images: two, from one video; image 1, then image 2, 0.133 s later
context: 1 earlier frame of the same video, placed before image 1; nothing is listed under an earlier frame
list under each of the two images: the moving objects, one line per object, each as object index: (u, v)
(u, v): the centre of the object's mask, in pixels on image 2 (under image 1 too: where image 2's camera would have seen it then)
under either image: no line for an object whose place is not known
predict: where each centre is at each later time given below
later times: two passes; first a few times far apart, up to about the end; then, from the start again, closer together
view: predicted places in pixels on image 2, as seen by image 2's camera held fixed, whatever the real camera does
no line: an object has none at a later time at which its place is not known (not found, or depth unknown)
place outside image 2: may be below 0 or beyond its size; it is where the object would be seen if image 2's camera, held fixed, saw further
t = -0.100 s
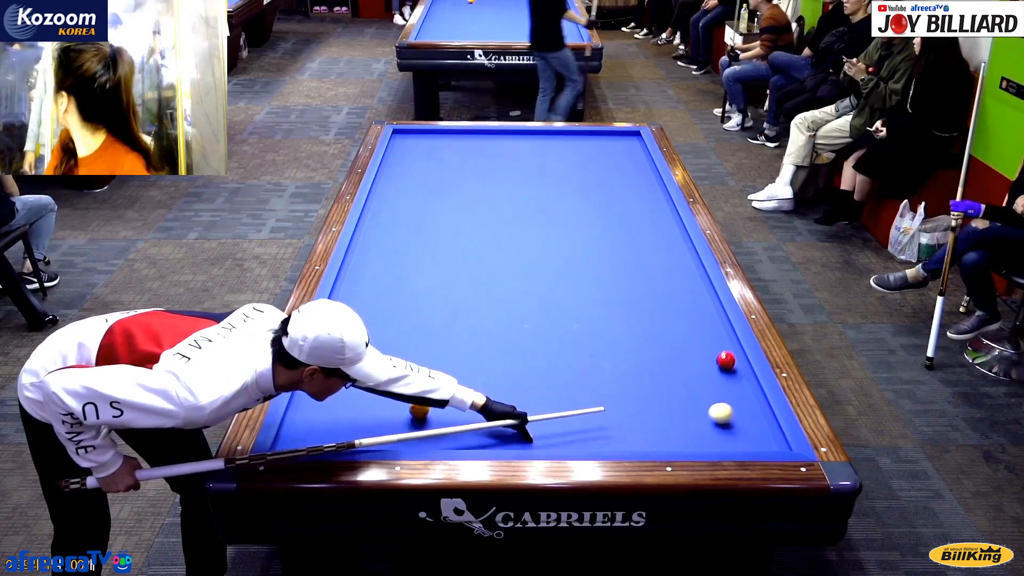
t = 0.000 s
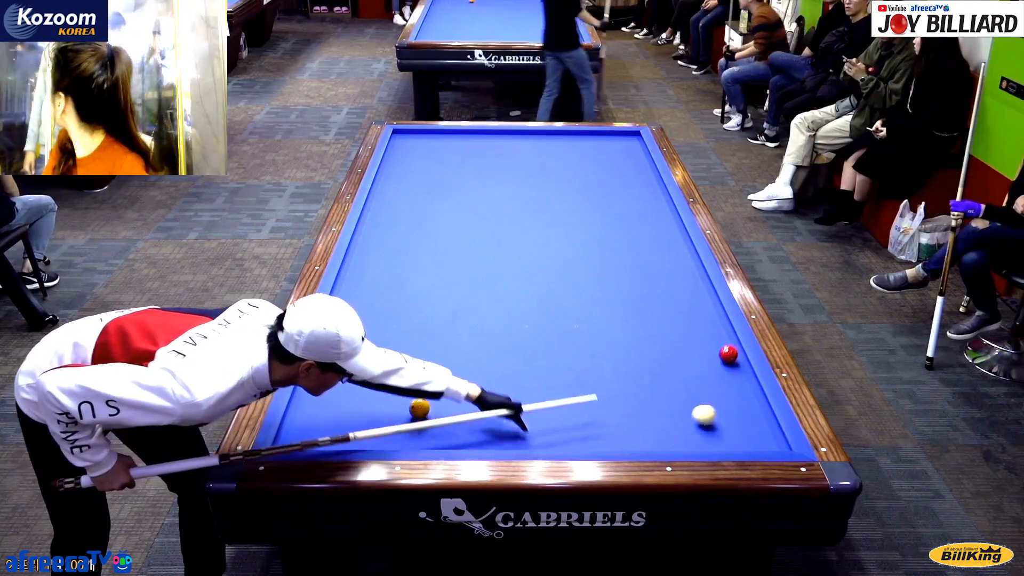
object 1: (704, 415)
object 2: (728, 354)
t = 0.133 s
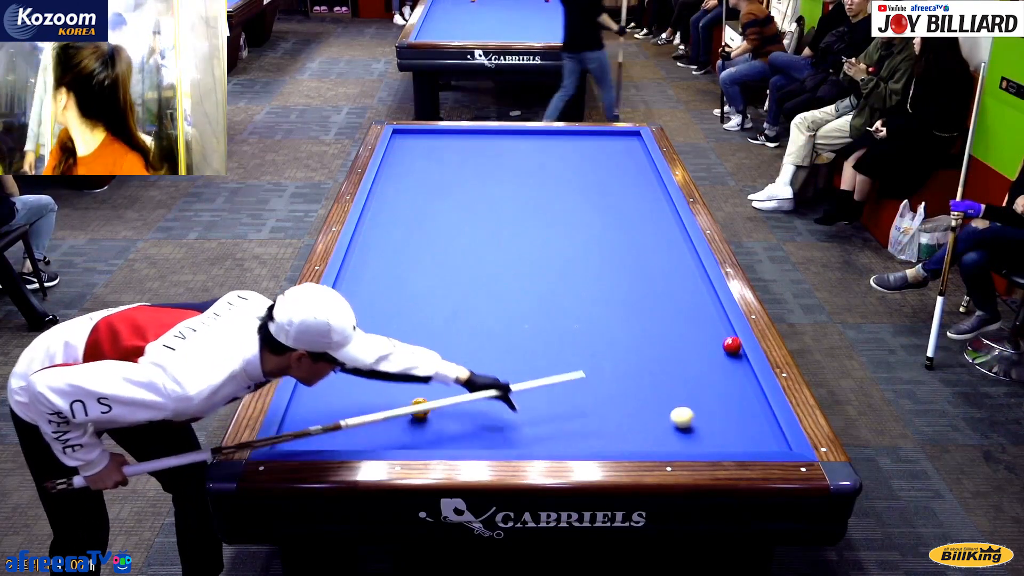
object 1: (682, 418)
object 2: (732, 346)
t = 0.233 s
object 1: (666, 419)
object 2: (729, 340)
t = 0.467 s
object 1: (627, 424)
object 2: (717, 328)
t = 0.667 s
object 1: (594, 427)
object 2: (708, 319)
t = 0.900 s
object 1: (556, 432)
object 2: (698, 308)
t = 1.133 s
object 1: (519, 436)
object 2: (689, 299)
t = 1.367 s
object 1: (481, 439)
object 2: (680, 290)
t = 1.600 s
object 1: (444, 441)
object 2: (672, 282)
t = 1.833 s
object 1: (410, 440)
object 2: (664, 274)
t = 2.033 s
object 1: (383, 439)
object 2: (658, 268)
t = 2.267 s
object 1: (352, 438)
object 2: (652, 262)
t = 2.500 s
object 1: (322, 436)
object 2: (645, 255)
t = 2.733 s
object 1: (292, 434)
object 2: (639, 249)
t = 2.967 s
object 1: (302, 432)
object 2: (633, 244)
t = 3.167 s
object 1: (316, 431)
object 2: (629, 240)
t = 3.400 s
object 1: (331, 430)
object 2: (623, 235)
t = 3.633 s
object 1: (345, 428)
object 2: (619, 231)
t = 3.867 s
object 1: (358, 427)
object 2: (614, 226)
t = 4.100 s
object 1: (371, 426)
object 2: (610, 223)
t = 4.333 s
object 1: (382, 425)
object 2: (606, 219)
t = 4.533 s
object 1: (392, 424)
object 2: (603, 216)
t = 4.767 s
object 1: (402, 423)
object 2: (600, 213)
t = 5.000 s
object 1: (411, 422)
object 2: (597, 210)
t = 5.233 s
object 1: (418, 421)
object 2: (594, 208)
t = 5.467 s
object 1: (424, 422)
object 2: (591, 205)
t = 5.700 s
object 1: (430, 423)
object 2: (589, 203)
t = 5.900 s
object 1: (434, 423)
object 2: (587, 202)
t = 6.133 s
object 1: (438, 424)
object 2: (585, 200)
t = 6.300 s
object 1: (440, 424)
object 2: (583, 199)
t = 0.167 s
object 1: (676, 418)
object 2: (732, 344)
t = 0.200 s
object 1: (671, 419)
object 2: (730, 342)
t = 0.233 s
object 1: (666, 419)
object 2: (729, 340)
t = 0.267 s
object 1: (660, 420)
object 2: (727, 338)
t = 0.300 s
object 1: (654, 421)
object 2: (725, 337)
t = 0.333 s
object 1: (649, 421)
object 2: (724, 335)
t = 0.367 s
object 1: (644, 422)
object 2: (722, 333)
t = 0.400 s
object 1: (638, 423)
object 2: (720, 331)
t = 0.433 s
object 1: (633, 423)
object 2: (719, 330)
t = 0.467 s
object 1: (627, 424)
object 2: (717, 328)
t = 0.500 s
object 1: (621, 424)
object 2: (716, 327)
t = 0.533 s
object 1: (616, 425)
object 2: (714, 325)
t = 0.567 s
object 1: (611, 426)
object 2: (713, 324)
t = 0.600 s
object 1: (605, 426)
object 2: (711, 322)
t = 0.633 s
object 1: (600, 427)
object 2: (710, 320)
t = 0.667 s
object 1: (594, 427)
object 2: (708, 319)
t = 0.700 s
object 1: (589, 428)
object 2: (707, 317)
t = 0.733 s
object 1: (583, 429)
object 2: (705, 316)
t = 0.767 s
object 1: (578, 429)
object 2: (704, 314)
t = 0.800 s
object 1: (573, 430)
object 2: (702, 313)
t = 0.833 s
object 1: (567, 430)
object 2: (701, 312)
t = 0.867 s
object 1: (562, 431)
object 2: (699, 310)
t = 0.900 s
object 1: (556, 432)
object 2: (698, 308)
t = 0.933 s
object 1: (551, 432)
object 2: (697, 307)
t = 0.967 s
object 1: (545, 433)
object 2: (695, 306)
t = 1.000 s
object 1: (540, 433)
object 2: (694, 304)
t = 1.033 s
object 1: (535, 434)
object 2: (693, 303)
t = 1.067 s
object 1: (529, 434)
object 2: (691, 302)
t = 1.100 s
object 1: (524, 435)
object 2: (690, 300)
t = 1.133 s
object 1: (519, 436)
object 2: (689, 299)
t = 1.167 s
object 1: (513, 436)
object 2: (687, 298)
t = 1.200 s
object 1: (507, 437)
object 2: (686, 297)
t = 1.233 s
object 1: (502, 437)
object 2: (685, 295)
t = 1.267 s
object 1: (497, 438)
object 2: (684, 294)
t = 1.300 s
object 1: (492, 438)
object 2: (683, 293)
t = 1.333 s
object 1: (486, 439)
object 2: (681, 291)
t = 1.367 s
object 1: (481, 439)
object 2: (680, 290)
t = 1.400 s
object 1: (475, 439)
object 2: (679, 289)
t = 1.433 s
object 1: (470, 440)
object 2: (678, 288)
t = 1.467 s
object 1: (465, 440)
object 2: (677, 287)
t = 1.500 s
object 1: (460, 441)
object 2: (675, 285)
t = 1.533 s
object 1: (454, 441)
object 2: (674, 284)
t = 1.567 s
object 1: (449, 441)
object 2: (673, 283)
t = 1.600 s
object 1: (444, 441)
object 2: (672, 282)
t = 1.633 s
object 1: (439, 441)
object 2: (671, 281)
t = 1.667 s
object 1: (434, 441)
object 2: (670, 280)
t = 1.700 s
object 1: (429, 441)
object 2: (669, 279)
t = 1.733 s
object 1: (424, 441)
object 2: (668, 278)
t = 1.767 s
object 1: (420, 441)
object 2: (667, 277)
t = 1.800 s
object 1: (415, 440)
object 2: (665, 275)
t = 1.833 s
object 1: (410, 440)
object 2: (664, 274)
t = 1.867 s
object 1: (406, 440)
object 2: (663, 273)
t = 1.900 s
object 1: (401, 440)
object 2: (662, 272)
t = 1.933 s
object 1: (397, 440)
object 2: (661, 271)
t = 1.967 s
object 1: (392, 439)
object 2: (660, 270)
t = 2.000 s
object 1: (387, 439)
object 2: (659, 269)
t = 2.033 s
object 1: (383, 439)
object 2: (658, 268)
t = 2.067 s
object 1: (378, 439)
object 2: (657, 267)
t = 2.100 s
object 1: (374, 439)
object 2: (656, 266)
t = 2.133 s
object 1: (370, 438)
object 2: (655, 265)
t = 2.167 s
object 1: (365, 438)
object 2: (655, 264)
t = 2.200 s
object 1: (361, 438)
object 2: (653, 263)
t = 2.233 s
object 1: (356, 438)
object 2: (653, 262)
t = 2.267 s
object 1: (352, 438)
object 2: (652, 262)
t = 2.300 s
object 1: (347, 438)
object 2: (651, 261)
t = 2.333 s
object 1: (343, 437)
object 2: (650, 260)
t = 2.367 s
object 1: (338, 437)
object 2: (649, 259)
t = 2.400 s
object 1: (334, 437)
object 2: (648, 258)
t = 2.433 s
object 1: (330, 436)
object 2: (647, 257)
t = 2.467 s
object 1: (326, 436)
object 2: (646, 256)
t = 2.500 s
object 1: (322, 436)
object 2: (645, 255)
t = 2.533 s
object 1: (317, 435)
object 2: (644, 255)
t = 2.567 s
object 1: (313, 435)
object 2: (643, 254)
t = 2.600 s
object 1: (309, 435)
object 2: (643, 253)
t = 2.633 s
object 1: (305, 434)
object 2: (642, 252)
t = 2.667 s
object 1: (301, 434)
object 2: (641, 251)
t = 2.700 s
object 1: (297, 434)
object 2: (640, 250)
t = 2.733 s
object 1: (292, 434)
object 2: (639, 249)
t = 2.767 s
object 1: (288, 434)
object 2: (638, 249)
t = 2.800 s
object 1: (289, 433)
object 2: (638, 248)
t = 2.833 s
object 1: (292, 433)
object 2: (637, 247)
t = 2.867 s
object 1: (295, 433)
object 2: (636, 246)
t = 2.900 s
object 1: (297, 433)
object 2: (635, 246)
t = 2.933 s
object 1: (300, 432)
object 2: (634, 245)
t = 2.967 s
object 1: (302, 432)
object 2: (633, 244)
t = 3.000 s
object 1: (304, 432)
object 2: (633, 243)
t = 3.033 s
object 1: (307, 432)
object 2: (632, 243)
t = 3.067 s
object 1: (309, 432)
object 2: (631, 242)
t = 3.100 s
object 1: (311, 431)
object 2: (630, 241)
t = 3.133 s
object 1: (313, 431)
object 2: (629, 241)
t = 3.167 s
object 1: (316, 431)
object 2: (629, 240)
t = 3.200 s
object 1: (318, 431)
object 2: (628, 239)
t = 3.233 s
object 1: (320, 431)
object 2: (627, 238)
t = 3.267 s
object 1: (322, 431)
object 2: (626, 238)
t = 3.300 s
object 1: (324, 430)
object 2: (626, 237)
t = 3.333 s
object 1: (327, 430)
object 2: (625, 236)
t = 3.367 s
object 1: (329, 430)
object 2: (624, 236)
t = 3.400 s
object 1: (331, 430)
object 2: (623, 235)
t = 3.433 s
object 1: (333, 429)
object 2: (623, 234)
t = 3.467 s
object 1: (335, 429)
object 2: (622, 234)
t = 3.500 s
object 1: (337, 429)
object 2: (621, 233)
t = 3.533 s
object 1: (339, 429)
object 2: (621, 232)
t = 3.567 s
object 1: (341, 428)
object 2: (620, 232)
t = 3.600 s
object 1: (343, 428)
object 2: (619, 231)
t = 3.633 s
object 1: (345, 428)
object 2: (619, 231)
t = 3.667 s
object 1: (347, 428)
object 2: (618, 230)
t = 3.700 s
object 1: (349, 428)
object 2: (618, 229)
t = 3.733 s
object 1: (351, 428)
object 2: (617, 229)
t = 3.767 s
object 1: (353, 427)
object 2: (616, 228)
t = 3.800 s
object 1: (355, 427)
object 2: (615, 228)
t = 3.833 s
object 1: (357, 427)
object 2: (615, 227)
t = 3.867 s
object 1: (358, 427)
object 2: (614, 226)
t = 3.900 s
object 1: (360, 427)
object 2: (614, 226)
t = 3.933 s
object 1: (362, 426)
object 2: (613, 225)
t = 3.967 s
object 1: (364, 426)
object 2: (612, 225)
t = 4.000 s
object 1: (366, 426)
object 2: (612, 224)
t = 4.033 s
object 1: (367, 426)
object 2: (611, 224)
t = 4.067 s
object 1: (369, 426)
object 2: (611, 223)
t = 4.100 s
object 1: (371, 426)
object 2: (610, 223)
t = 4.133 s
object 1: (372, 425)
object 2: (610, 222)
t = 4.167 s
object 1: (374, 425)
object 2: (609, 222)
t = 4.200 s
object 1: (376, 425)
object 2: (608, 221)
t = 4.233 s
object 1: (378, 425)
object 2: (608, 221)
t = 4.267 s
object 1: (379, 425)
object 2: (607, 220)
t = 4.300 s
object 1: (381, 425)
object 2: (607, 220)
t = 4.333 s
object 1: (382, 425)
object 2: (606, 219)
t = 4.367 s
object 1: (384, 425)
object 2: (606, 219)
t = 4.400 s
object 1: (386, 424)
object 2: (605, 218)
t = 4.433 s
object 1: (387, 424)
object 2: (605, 218)
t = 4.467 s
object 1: (389, 424)
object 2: (604, 217)
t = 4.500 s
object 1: (390, 424)
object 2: (604, 217)
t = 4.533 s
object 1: (392, 424)
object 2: (603, 216)
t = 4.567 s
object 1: (393, 424)
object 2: (603, 216)
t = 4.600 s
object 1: (395, 423)
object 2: (602, 215)
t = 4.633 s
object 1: (396, 423)
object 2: (602, 215)
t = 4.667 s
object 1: (398, 423)
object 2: (601, 214)
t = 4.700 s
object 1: (399, 423)
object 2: (601, 214)
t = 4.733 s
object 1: (400, 423)
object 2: (601, 213)
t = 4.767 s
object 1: (402, 423)
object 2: (600, 213)
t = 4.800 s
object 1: (403, 423)
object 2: (599, 213)
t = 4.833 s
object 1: (404, 423)
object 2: (599, 212)
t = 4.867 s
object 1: (406, 422)
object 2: (599, 212)
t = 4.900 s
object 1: (407, 422)
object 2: (598, 212)
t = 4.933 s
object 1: (408, 422)
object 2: (598, 211)
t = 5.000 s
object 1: (411, 422)
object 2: (597, 210)
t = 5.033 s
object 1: (412, 421)
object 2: (596, 210)
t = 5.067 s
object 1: (413, 421)
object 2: (596, 210)
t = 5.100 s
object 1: (414, 421)
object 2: (595, 209)
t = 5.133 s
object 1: (415, 422)
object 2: (595, 209)
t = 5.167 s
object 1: (416, 421)
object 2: (595, 208)
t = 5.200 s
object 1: (417, 421)
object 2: (594, 208)
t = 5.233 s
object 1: (418, 421)
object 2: (594, 208)
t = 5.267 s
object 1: (419, 421)
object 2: (594, 207)
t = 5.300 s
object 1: (420, 421)
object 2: (593, 207)
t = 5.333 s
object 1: (421, 421)
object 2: (593, 207)
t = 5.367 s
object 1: (422, 421)
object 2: (592, 206)
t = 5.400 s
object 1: (423, 422)
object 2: (592, 206)
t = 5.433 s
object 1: (423, 422)
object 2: (592, 206)
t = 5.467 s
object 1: (424, 422)
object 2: (591, 205)
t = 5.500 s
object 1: (425, 422)
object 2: (591, 205)
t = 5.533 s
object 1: (426, 422)
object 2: (590, 205)
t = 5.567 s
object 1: (427, 422)
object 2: (590, 204)
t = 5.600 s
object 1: (428, 422)
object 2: (590, 204)
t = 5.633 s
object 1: (428, 422)
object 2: (589, 204)
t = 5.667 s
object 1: (429, 422)
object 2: (589, 204)
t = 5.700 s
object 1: (430, 423)
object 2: (589, 203)
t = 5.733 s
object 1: (431, 423)
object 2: (588, 203)
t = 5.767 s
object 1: (431, 422)
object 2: (588, 203)
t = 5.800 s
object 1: (432, 423)
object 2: (587, 203)
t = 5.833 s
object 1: (433, 423)
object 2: (587, 202)
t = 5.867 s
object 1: (433, 423)
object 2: (587, 202)
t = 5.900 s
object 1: (434, 423)
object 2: (587, 202)
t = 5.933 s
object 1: (434, 423)
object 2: (586, 201)
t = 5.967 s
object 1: (435, 423)
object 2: (586, 201)
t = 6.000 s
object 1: (436, 424)
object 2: (586, 201)
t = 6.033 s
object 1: (436, 423)
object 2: (585, 200)
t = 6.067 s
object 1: (437, 424)
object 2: (585, 200)
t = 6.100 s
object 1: (437, 424)
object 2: (585, 200)
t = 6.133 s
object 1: (438, 424)
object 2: (585, 200)
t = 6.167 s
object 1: (438, 424)
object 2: (584, 200)
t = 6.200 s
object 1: (439, 424)
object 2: (584, 199)
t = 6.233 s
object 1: (439, 424)
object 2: (584, 199)
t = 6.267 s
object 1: (440, 424)
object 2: (584, 199)
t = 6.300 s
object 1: (440, 424)
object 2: (583, 199)
